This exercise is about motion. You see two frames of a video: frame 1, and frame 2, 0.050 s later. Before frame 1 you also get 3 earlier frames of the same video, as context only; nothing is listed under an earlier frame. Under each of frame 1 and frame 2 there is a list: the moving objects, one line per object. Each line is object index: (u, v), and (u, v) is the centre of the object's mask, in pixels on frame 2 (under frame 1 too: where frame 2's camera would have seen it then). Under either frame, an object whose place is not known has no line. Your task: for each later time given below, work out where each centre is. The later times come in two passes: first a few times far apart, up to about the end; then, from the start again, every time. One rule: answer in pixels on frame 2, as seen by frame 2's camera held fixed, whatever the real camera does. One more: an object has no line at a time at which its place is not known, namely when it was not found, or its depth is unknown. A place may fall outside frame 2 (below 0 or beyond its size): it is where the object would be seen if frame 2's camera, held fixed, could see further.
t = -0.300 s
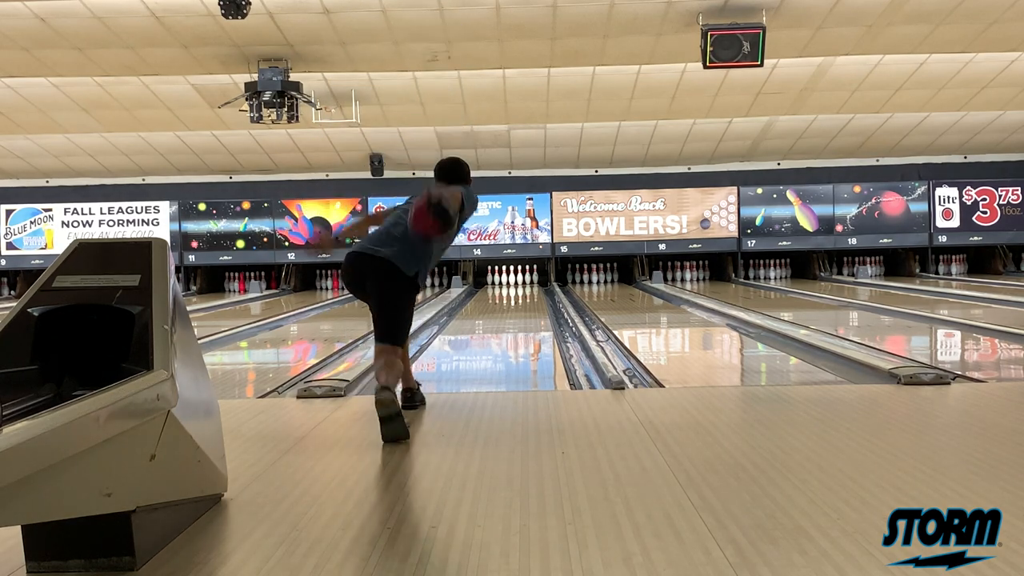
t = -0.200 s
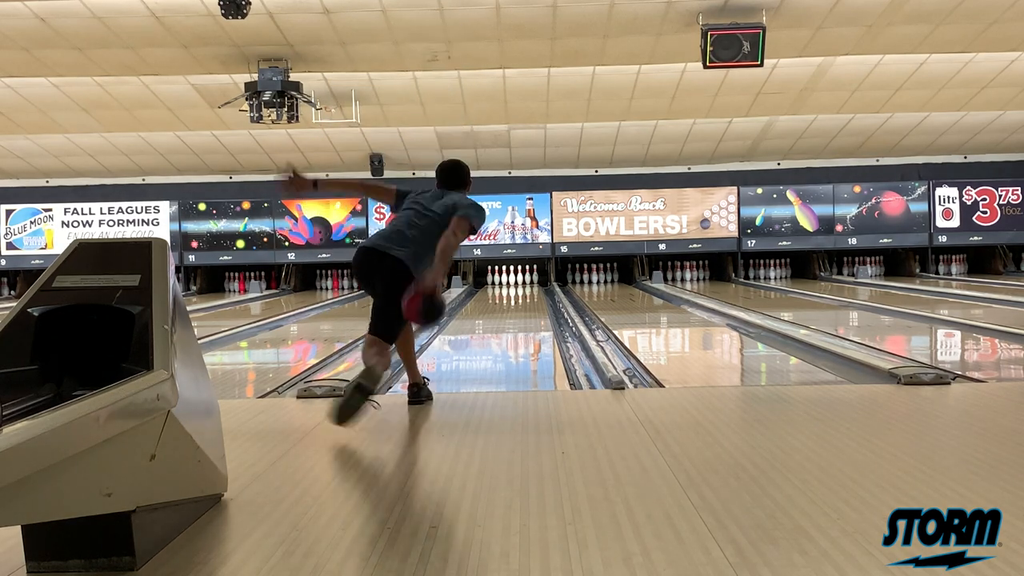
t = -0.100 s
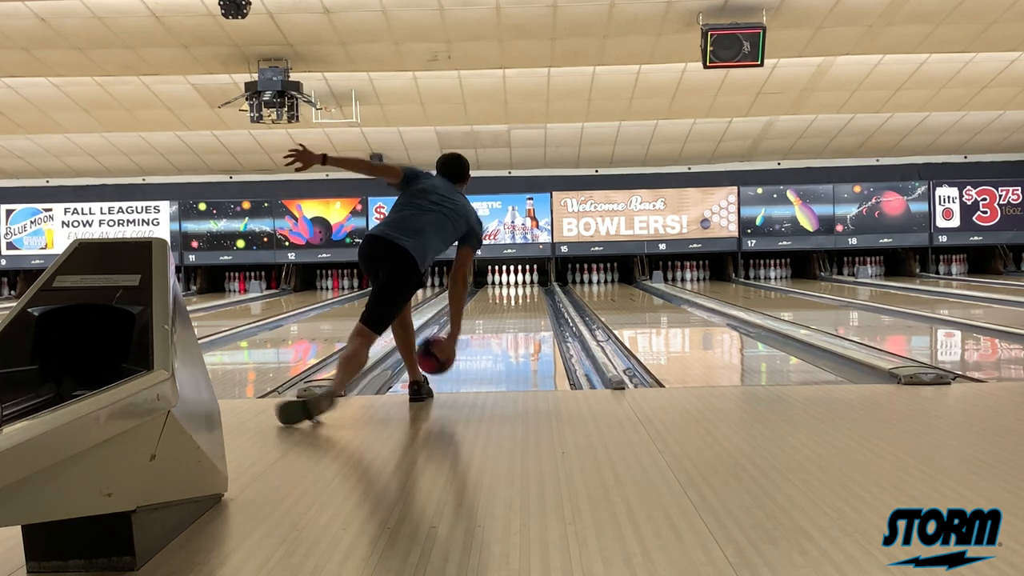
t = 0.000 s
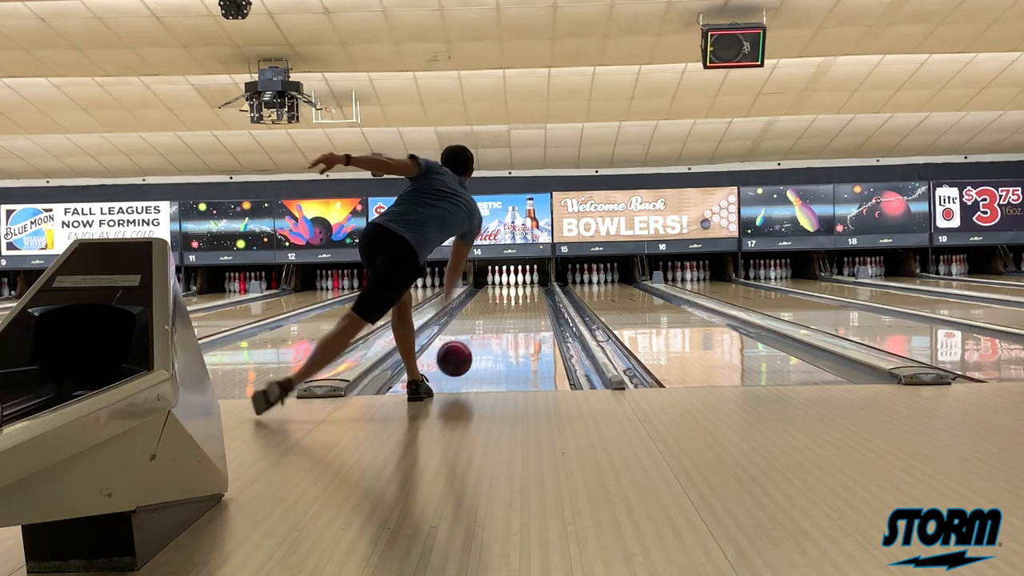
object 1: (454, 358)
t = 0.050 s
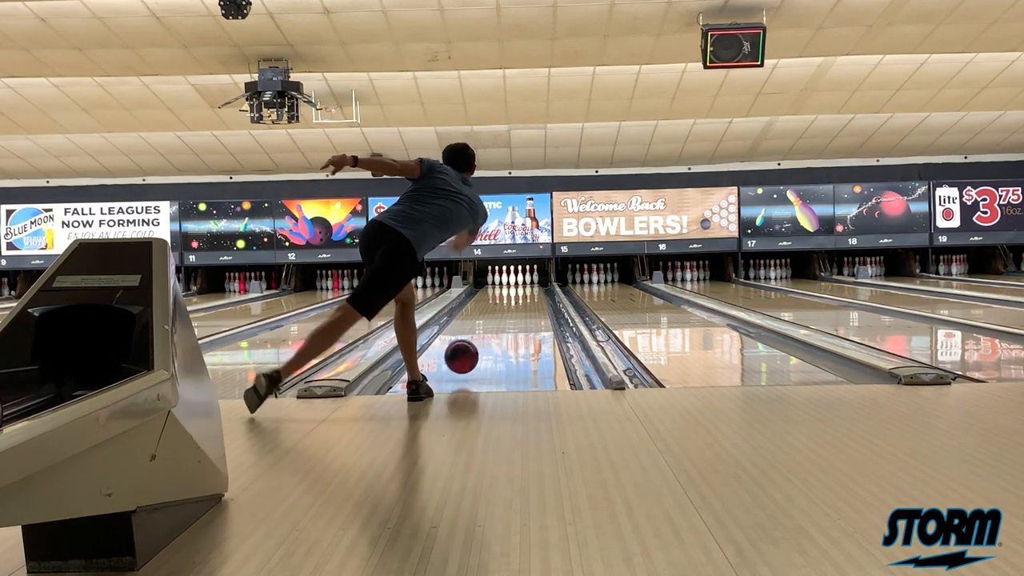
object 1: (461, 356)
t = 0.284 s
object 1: (487, 339)
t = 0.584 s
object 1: (507, 320)
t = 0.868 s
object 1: (520, 308)
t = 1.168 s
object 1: (528, 299)
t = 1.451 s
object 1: (534, 291)
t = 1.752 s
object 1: (535, 287)
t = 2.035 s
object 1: (529, 282)
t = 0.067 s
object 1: (464, 356)
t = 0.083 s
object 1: (466, 357)
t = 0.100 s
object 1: (468, 357)
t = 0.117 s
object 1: (470, 355)
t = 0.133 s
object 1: (472, 353)
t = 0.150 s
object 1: (473, 351)
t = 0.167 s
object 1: (475, 350)
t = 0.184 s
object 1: (477, 348)
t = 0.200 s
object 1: (479, 347)
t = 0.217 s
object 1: (481, 345)
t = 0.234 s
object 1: (482, 344)
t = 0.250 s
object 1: (484, 342)
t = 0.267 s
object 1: (485, 341)
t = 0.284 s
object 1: (487, 339)
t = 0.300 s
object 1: (488, 338)
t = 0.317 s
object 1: (489, 337)
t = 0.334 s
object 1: (491, 336)
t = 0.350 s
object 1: (492, 334)
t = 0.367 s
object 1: (494, 333)
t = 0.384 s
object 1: (495, 332)
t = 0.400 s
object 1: (496, 331)
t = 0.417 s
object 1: (497, 329)
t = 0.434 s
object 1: (498, 328)
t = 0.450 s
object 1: (499, 328)
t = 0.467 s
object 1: (500, 326)
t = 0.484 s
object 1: (502, 326)
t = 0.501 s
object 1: (503, 325)
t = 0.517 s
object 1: (504, 323)
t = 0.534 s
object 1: (505, 322)
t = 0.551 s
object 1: (505, 322)
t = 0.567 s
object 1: (506, 321)
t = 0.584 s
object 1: (507, 320)
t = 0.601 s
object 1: (508, 319)
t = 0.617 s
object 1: (509, 319)
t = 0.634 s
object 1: (510, 318)
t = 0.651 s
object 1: (511, 317)
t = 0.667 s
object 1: (512, 316)
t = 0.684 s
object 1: (512, 315)
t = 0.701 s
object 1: (513, 315)
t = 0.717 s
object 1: (514, 314)
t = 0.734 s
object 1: (515, 313)
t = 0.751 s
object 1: (516, 313)
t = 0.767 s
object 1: (516, 312)
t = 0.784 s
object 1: (517, 311)
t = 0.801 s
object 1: (517, 310)
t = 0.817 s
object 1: (518, 310)
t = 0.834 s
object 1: (518, 309)
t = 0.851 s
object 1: (519, 308)
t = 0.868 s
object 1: (520, 308)
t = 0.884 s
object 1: (521, 307)
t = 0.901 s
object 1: (521, 306)
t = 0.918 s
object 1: (522, 306)
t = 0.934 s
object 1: (522, 306)
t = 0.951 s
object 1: (523, 305)
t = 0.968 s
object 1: (523, 304)
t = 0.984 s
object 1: (524, 304)
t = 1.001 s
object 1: (524, 303)
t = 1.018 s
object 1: (525, 303)
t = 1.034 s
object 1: (525, 302)
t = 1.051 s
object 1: (526, 302)
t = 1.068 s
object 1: (526, 301)
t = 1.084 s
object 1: (526, 301)
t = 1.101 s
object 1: (527, 300)
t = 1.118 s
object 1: (527, 300)
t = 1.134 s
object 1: (528, 299)
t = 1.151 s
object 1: (528, 299)
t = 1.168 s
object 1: (528, 299)
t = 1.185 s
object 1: (529, 298)
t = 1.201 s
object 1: (529, 298)
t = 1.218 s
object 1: (530, 298)
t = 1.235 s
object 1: (530, 297)
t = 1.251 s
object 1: (531, 296)
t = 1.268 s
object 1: (531, 295)
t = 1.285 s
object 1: (531, 295)
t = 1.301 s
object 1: (531, 295)
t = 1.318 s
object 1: (532, 294)
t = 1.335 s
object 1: (532, 294)
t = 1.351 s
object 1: (532, 294)
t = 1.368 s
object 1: (533, 293)
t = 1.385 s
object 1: (533, 293)
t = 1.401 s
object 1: (533, 292)
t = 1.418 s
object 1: (533, 292)
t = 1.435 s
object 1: (533, 292)
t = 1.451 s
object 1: (534, 291)
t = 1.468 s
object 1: (534, 291)
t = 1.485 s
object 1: (534, 291)
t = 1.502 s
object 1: (534, 291)
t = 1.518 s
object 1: (534, 291)
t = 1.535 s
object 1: (534, 290)
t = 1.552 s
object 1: (534, 290)
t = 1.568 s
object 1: (535, 289)
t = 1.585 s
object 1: (535, 289)
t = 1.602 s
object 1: (535, 289)
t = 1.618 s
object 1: (535, 289)
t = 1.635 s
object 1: (535, 288)
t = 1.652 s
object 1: (535, 288)
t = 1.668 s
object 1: (535, 288)
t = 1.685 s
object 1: (535, 287)
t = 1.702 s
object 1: (535, 287)
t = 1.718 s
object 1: (535, 287)
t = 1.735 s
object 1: (535, 287)
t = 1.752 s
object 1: (535, 287)
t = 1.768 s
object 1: (535, 286)
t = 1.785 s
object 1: (534, 286)
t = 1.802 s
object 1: (534, 286)
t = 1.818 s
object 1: (534, 285)
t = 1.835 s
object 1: (534, 285)
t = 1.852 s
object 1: (533, 285)
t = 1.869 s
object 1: (533, 285)
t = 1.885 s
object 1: (533, 284)
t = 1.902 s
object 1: (532, 284)
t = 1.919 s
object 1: (532, 284)
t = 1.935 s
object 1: (531, 284)
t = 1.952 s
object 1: (531, 284)
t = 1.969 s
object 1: (531, 284)
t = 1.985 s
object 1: (531, 284)
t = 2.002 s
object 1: (530, 283)
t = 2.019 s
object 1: (529, 283)
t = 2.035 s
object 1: (529, 282)
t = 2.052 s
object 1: (528, 282)
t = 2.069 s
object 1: (528, 282)
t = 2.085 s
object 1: (528, 282)
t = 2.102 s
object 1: (527, 282)
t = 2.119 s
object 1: (526, 282)
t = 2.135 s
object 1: (526, 282)
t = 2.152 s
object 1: (525, 281)
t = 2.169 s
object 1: (525, 282)
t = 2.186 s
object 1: (524, 281)
